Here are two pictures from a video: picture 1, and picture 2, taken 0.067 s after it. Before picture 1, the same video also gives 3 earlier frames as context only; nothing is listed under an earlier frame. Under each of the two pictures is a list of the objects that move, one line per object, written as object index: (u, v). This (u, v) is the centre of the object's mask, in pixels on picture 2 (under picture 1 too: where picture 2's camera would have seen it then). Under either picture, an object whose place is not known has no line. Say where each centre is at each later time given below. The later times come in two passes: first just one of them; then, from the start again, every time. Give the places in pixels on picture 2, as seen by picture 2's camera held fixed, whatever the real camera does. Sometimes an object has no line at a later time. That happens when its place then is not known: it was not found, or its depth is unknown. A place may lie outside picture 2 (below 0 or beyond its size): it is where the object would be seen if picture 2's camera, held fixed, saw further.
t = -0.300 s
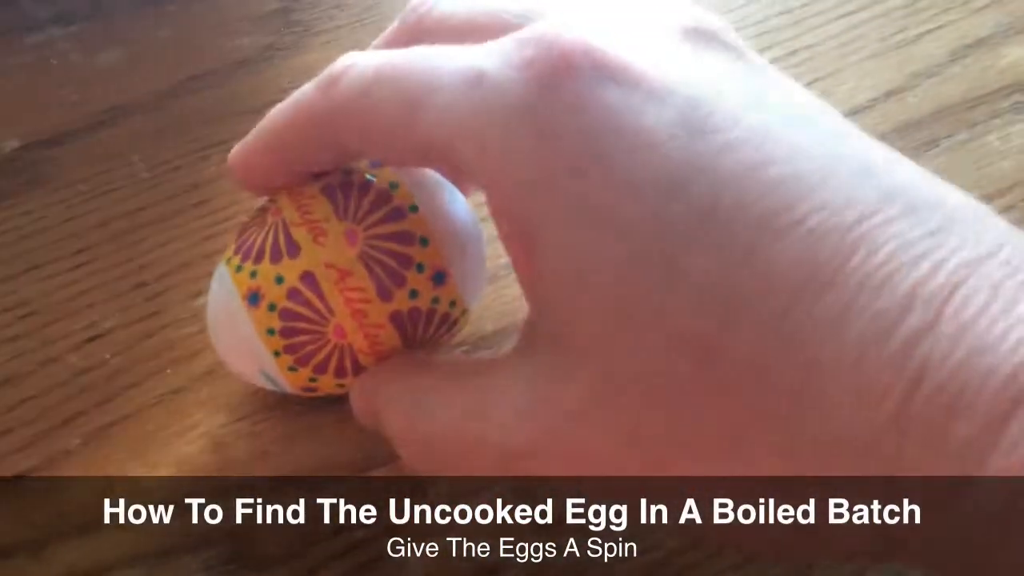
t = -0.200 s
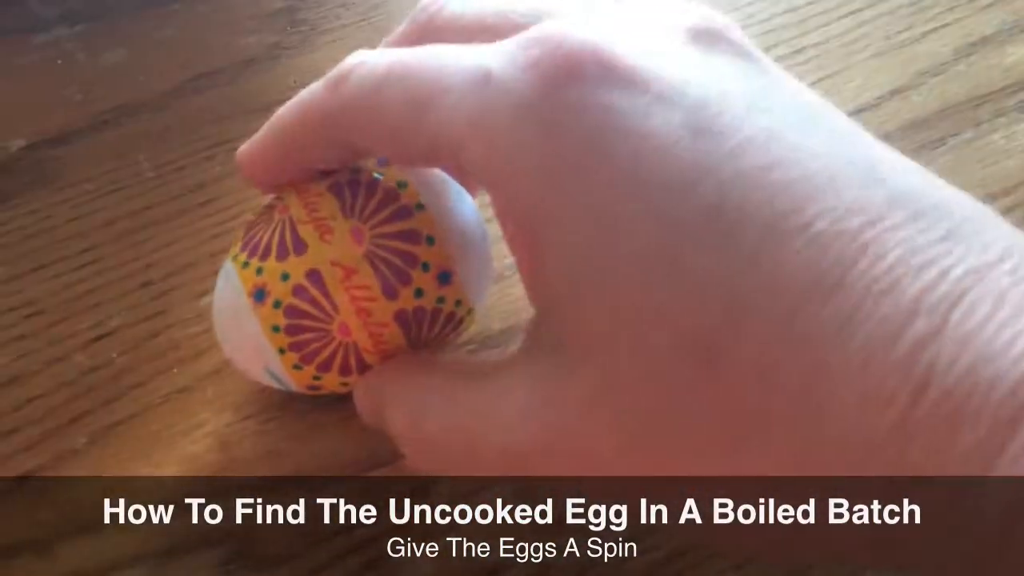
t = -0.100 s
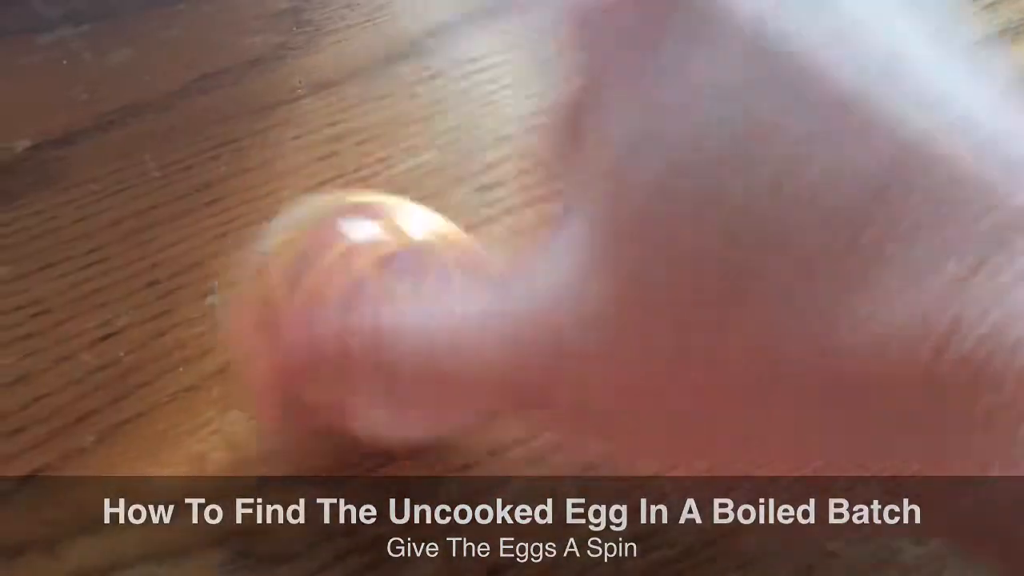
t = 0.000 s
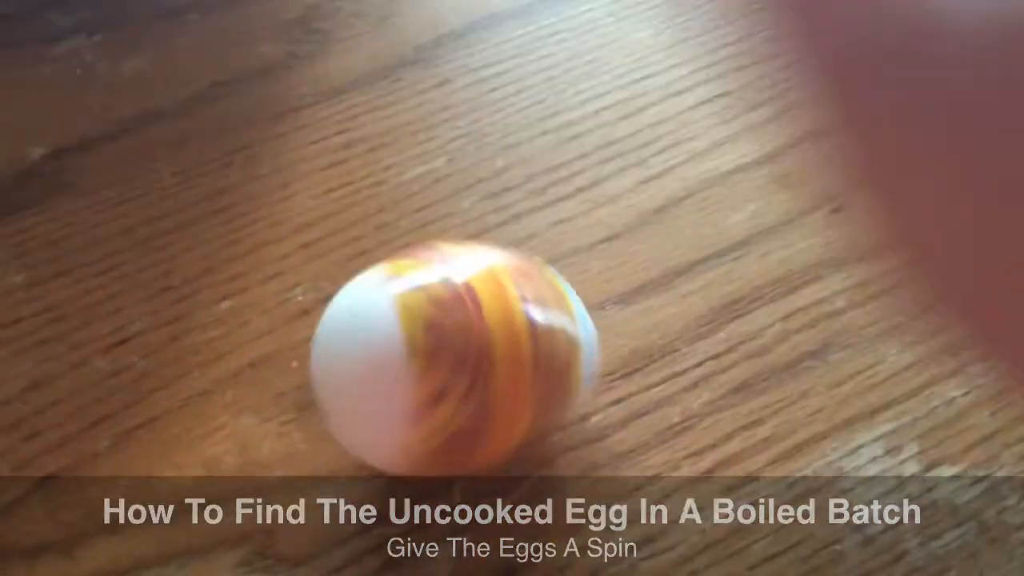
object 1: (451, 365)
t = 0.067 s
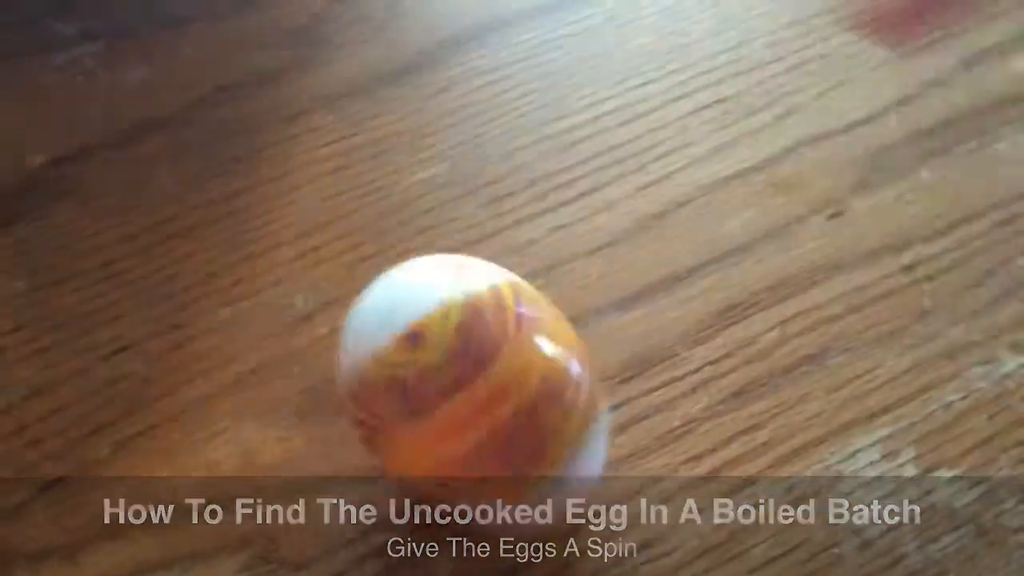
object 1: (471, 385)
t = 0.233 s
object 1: (477, 404)
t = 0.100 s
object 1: (476, 407)
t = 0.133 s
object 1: (474, 417)
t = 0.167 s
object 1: (468, 414)
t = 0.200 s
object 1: (471, 407)
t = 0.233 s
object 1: (477, 404)
